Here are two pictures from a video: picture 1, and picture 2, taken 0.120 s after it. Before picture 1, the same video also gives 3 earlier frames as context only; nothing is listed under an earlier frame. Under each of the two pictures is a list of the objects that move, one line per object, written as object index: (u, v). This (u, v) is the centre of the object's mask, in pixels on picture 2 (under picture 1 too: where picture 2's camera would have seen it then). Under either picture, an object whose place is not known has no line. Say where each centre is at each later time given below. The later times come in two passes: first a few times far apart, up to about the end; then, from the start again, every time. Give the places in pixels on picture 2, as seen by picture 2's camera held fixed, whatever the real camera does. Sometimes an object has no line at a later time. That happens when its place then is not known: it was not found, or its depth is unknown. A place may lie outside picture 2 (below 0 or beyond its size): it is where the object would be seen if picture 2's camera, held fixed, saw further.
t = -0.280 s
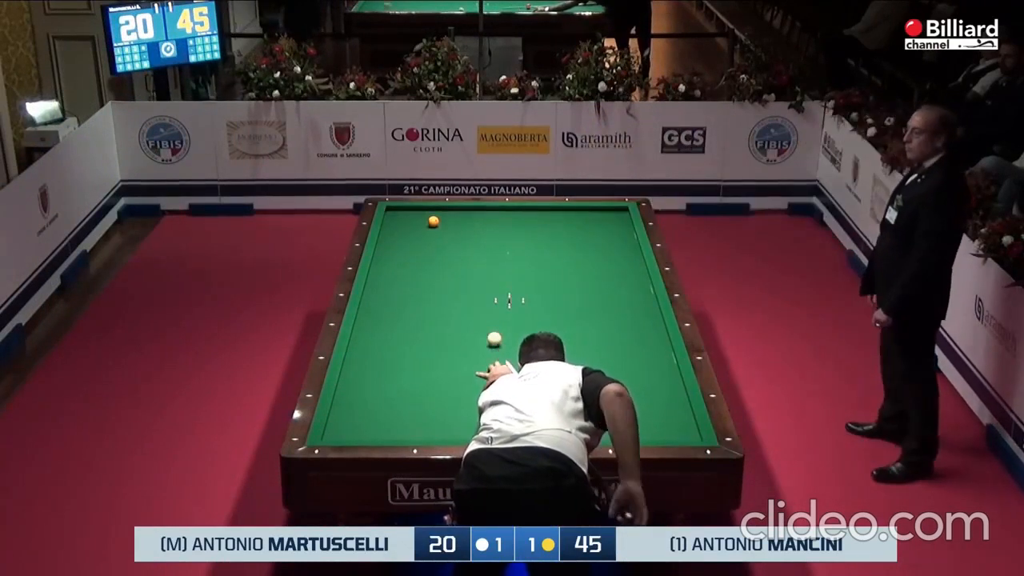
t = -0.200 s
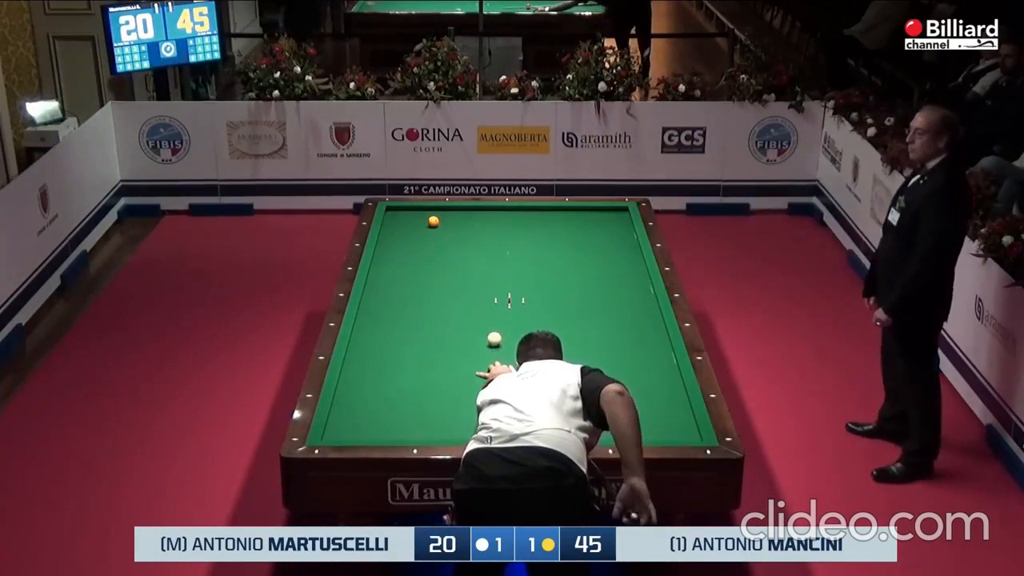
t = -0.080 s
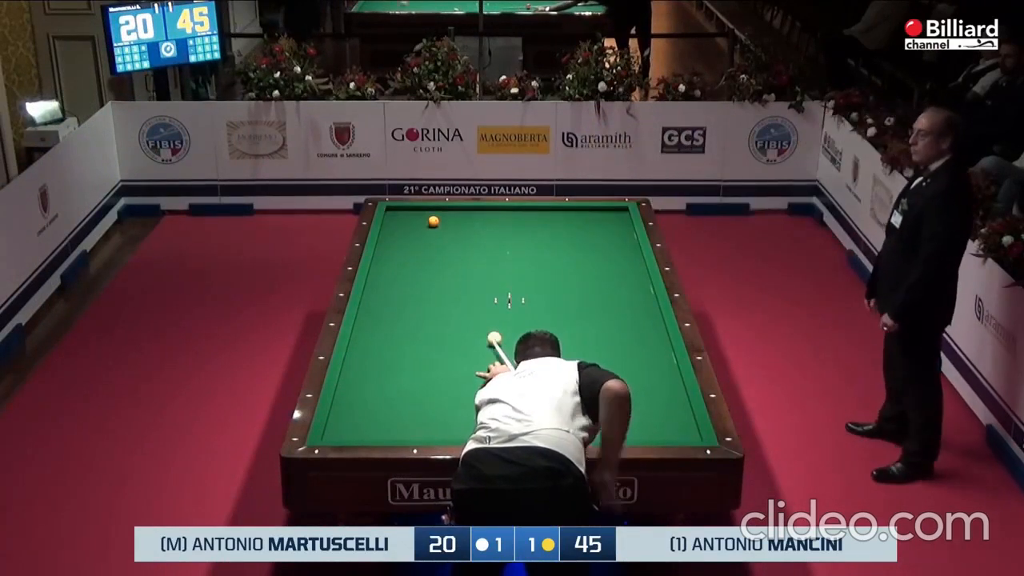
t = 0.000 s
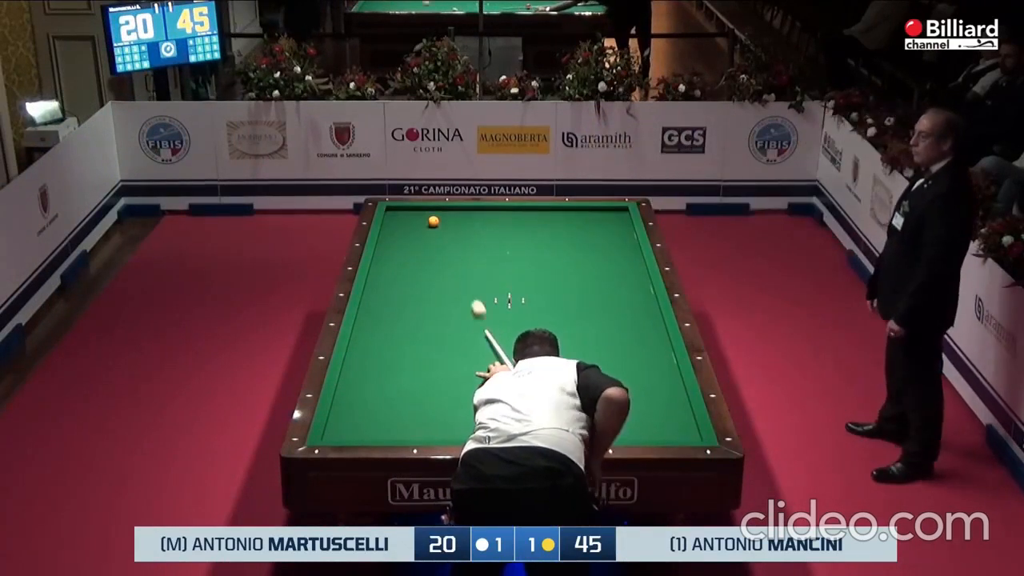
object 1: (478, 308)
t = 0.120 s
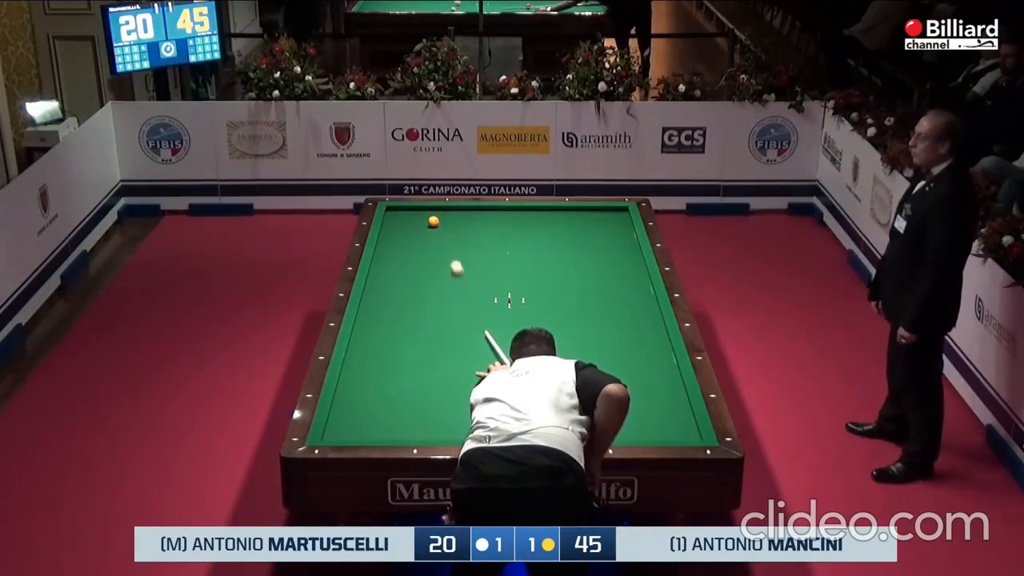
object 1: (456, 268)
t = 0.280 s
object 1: (433, 226)
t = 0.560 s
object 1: (393, 221)
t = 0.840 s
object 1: (407, 217)
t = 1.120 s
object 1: (424, 214)
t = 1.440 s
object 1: (442, 211)
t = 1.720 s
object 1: (458, 208)
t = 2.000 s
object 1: (469, 209)
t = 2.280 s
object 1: (480, 210)
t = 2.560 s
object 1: (490, 211)
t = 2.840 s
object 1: (499, 212)
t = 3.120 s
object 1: (508, 213)
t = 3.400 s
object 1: (517, 214)
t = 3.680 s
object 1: (524, 214)
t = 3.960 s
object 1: (532, 215)
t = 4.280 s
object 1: (540, 216)
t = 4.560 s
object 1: (546, 217)
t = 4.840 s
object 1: (552, 217)
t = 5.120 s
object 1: (557, 218)
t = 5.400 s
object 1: (561, 219)
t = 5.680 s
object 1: (565, 219)
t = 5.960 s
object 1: (569, 219)
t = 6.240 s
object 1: (572, 220)
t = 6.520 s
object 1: (574, 220)
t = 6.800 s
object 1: (576, 220)
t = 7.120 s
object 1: (577, 220)
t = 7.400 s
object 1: (578, 220)
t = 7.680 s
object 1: (578, 220)
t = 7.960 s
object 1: (578, 220)
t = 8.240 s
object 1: (578, 220)
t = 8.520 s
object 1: (578, 220)
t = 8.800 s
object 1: (578, 220)
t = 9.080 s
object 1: (578, 220)
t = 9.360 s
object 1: (578, 220)
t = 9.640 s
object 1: (578, 220)
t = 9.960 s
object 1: (578, 220)
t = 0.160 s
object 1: (450, 256)
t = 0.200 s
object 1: (444, 245)
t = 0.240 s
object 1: (439, 234)
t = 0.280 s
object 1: (433, 226)
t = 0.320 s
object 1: (427, 225)
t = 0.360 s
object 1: (421, 224)
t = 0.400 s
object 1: (415, 224)
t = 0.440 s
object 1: (409, 223)
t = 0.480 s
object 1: (403, 223)
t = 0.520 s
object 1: (398, 222)
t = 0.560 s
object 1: (393, 221)
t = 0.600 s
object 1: (388, 220)
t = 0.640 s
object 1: (391, 219)
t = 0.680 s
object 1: (395, 219)
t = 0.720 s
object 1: (399, 219)
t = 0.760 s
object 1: (402, 218)
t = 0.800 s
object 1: (405, 218)
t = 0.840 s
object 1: (407, 217)
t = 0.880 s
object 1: (410, 217)
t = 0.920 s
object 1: (412, 216)
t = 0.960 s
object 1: (414, 216)
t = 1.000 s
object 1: (417, 216)
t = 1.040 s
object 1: (419, 215)
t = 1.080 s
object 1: (422, 215)
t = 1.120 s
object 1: (424, 214)
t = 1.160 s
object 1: (426, 214)
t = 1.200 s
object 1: (429, 214)
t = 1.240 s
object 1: (431, 213)
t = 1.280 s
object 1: (433, 213)
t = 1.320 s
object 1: (436, 212)
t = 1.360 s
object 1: (438, 212)
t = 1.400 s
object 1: (440, 212)
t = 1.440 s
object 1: (442, 211)
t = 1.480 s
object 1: (445, 211)
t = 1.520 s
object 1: (447, 210)
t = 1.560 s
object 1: (449, 210)
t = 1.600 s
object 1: (451, 210)
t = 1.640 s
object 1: (453, 209)
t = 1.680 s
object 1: (456, 209)
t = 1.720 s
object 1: (458, 208)
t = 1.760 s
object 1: (460, 208)
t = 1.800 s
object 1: (462, 208)
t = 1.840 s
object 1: (463, 208)
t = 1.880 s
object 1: (465, 208)
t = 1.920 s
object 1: (466, 209)
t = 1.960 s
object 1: (468, 209)
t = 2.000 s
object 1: (469, 209)
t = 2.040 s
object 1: (471, 209)
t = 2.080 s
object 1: (472, 209)
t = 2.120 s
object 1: (474, 209)
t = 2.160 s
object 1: (475, 209)
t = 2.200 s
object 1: (477, 210)
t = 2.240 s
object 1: (478, 210)
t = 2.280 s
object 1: (480, 210)
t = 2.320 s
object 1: (481, 210)
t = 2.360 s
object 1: (483, 210)
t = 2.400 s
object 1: (484, 210)
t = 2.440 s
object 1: (485, 210)
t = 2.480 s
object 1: (487, 210)
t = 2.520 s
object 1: (488, 211)
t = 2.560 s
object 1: (490, 211)
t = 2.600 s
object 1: (491, 211)
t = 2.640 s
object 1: (492, 211)
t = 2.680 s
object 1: (494, 211)
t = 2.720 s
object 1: (495, 211)
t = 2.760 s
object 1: (497, 211)
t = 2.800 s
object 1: (498, 212)
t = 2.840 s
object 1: (499, 212)
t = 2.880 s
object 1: (501, 212)
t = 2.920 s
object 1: (502, 212)
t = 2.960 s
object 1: (503, 212)
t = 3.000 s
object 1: (504, 212)
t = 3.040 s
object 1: (506, 212)
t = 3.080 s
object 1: (507, 212)
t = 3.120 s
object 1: (508, 213)
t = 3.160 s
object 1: (510, 213)
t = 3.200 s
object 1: (511, 213)
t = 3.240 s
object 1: (512, 213)
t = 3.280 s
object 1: (513, 213)
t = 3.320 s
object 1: (514, 213)
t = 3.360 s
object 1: (516, 213)
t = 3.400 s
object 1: (517, 214)
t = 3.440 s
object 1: (518, 214)
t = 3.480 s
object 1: (519, 214)
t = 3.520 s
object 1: (520, 214)
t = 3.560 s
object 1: (521, 214)
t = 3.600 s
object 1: (522, 214)
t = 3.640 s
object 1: (524, 214)
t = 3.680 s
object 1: (524, 214)
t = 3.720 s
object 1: (526, 214)
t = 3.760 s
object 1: (527, 215)
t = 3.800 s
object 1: (528, 215)
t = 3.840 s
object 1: (529, 215)
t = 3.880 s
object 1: (530, 215)
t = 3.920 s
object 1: (531, 215)
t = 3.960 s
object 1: (532, 215)
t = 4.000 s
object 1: (533, 215)
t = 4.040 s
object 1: (534, 215)
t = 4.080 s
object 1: (535, 216)
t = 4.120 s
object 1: (536, 216)
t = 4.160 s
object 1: (537, 216)
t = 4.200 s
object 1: (538, 216)
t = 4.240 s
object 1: (539, 216)
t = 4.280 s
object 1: (540, 216)
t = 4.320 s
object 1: (541, 216)
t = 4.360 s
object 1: (542, 216)
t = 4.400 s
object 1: (542, 217)
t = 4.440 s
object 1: (543, 217)
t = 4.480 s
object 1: (544, 217)
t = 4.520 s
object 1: (545, 217)
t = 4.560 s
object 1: (546, 217)
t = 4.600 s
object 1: (547, 217)
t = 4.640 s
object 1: (548, 217)
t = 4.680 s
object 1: (549, 217)
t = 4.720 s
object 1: (549, 217)
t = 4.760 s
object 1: (550, 217)
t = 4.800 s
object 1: (551, 217)
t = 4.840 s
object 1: (552, 217)
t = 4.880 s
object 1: (552, 218)
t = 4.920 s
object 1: (553, 218)
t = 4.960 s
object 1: (554, 218)
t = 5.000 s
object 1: (555, 218)
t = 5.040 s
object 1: (555, 218)
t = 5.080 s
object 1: (556, 218)
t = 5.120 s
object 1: (557, 218)
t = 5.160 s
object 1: (557, 218)
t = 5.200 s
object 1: (558, 218)
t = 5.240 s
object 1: (559, 218)
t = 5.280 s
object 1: (559, 218)
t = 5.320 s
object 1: (560, 218)
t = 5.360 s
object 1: (560, 219)
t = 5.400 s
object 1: (561, 219)
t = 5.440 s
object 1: (562, 219)
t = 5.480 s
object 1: (562, 219)
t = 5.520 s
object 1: (563, 219)
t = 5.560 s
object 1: (564, 219)
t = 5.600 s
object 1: (564, 219)
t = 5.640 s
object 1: (565, 219)
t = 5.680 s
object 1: (565, 219)
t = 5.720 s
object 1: (566, 219)
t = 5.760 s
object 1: (566, 219)
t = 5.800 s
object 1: (567, 219)
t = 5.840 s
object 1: (568, 219)
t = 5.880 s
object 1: (568, 219)
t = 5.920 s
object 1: (569, 219)
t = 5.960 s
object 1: (569, 219)
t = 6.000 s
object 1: (569, 219)
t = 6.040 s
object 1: (570, 219)
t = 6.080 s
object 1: (570, 220)
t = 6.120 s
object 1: (571, 220)
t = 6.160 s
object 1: (571, 220)
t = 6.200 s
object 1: (572, 220)
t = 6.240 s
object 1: (572, 220)
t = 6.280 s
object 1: (573, 220)
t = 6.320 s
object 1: (573, 220)
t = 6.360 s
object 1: (573, 220)
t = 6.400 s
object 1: (573, 220)
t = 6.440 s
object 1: (574, 220)
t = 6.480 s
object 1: (574, 220)
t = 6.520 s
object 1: (574, 220)
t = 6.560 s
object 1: (575, 220)
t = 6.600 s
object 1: (575, 220)
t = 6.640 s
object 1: (575, 220)
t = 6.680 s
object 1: (576, 220)
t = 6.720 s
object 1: (576, 220)
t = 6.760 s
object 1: (576, 220)
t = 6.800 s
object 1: (576, 220)
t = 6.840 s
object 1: (576, 220)
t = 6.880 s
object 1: (576, 220)
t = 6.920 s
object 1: (577, 220)
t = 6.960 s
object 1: (577, 220)
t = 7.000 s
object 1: (577, 220)
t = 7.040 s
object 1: (577, 220)
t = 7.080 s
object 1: (577, 220)
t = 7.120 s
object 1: (577, 220)
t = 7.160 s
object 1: (577, 220)
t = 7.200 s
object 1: (577, 220)
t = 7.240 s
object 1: (578, 220)
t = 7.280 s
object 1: (578, 220)
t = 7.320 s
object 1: (578, 220)
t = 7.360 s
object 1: (578, 220)
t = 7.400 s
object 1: (578, 220)
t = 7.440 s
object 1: (578, 220)
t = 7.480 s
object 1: (578, 220)
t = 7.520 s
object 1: (578, 220)
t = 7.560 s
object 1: (578, 220)
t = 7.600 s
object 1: (578, 220)
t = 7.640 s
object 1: (578, 220)
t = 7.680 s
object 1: (578, 220)
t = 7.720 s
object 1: (578, 220)
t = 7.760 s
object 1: (578, 220)
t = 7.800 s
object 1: (578, 220)
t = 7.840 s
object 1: (578, 220)
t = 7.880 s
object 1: (578, 220)
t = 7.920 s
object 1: (578, 220)
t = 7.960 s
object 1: (578, 220)
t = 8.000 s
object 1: (578, 220)
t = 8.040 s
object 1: (578, 220)
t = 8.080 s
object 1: (578, 220)
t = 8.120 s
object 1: (578, 220)
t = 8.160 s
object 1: (578, 220)
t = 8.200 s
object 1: (578, 220)
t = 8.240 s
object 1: (578, 220)
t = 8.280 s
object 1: (578, 220)
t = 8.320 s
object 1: (578, 220)
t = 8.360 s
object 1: (578, 220)
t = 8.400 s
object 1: (578, 220)
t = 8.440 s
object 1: (578, 220)
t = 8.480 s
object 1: (578, 220)
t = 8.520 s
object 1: (578, 220)
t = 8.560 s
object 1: (578, 220)
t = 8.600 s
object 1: (578, 220)
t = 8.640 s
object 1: (578, 220)
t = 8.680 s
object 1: (578, 220)
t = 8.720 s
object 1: (578, 220)
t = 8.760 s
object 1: (578, 220)
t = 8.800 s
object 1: (578, 220)
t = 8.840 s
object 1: (578, 220)
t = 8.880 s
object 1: (578, 220)
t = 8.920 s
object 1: (578, 220)
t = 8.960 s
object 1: (578, 220)
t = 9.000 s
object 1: (578, 220)
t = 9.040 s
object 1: (578, 220)
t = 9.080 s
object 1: (578, 220)
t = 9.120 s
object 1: (578, 220)
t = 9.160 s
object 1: (578, 220)
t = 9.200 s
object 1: (578, 220)
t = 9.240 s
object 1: (578, 220)
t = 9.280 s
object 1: (578, 220)
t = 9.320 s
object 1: (578, 220)
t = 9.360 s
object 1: (578, 220)
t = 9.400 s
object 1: (578, 220)
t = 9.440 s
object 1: (578, 220)
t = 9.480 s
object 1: (578, 220)
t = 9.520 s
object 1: (578, 220)
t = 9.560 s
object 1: (578, 220)
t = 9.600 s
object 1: (578, 220)
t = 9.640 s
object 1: (578, 220)
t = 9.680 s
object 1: (578, 220)
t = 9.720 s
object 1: (578, 220)
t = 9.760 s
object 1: (578, 220)
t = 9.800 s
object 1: (578, 220)
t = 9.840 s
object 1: (578, 220)
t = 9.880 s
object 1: (578, 220)
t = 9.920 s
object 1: (578, 220)
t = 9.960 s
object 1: (578, 220)
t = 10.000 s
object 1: (578, 220)
